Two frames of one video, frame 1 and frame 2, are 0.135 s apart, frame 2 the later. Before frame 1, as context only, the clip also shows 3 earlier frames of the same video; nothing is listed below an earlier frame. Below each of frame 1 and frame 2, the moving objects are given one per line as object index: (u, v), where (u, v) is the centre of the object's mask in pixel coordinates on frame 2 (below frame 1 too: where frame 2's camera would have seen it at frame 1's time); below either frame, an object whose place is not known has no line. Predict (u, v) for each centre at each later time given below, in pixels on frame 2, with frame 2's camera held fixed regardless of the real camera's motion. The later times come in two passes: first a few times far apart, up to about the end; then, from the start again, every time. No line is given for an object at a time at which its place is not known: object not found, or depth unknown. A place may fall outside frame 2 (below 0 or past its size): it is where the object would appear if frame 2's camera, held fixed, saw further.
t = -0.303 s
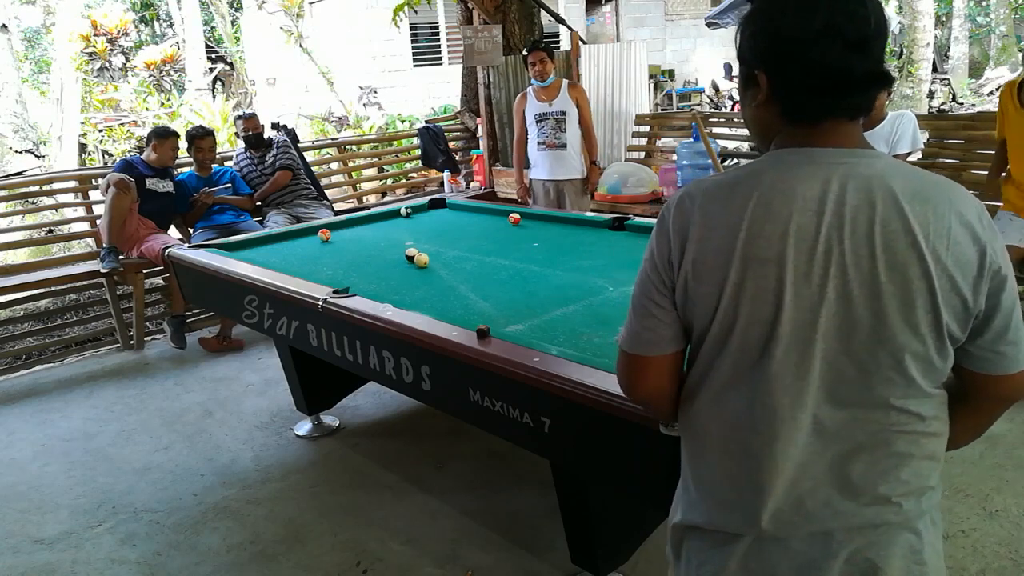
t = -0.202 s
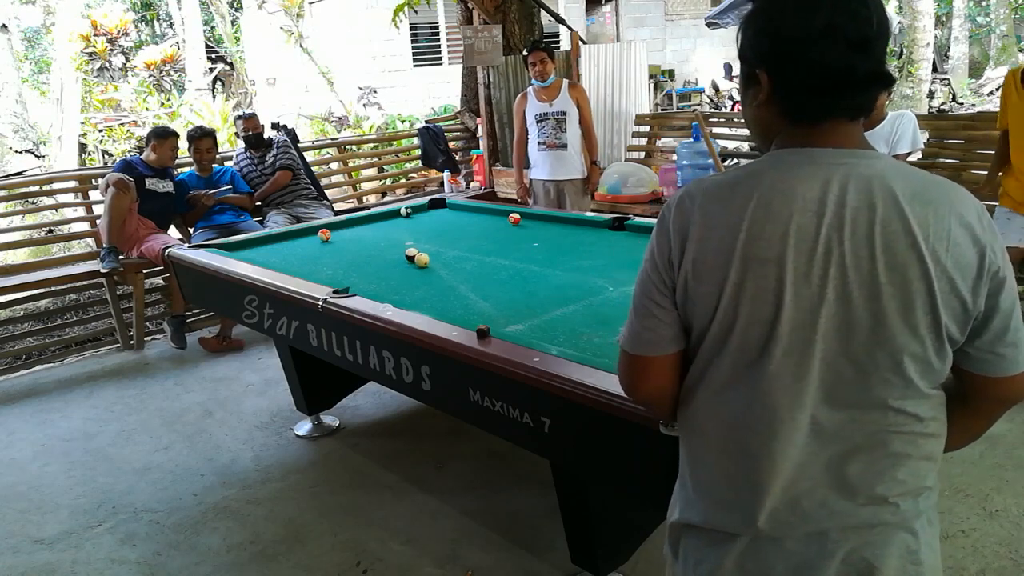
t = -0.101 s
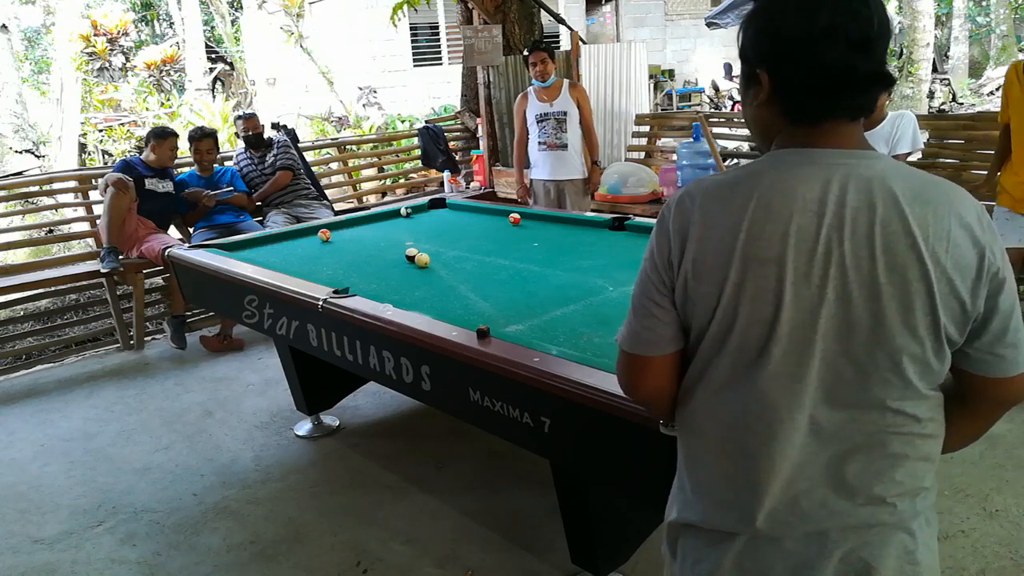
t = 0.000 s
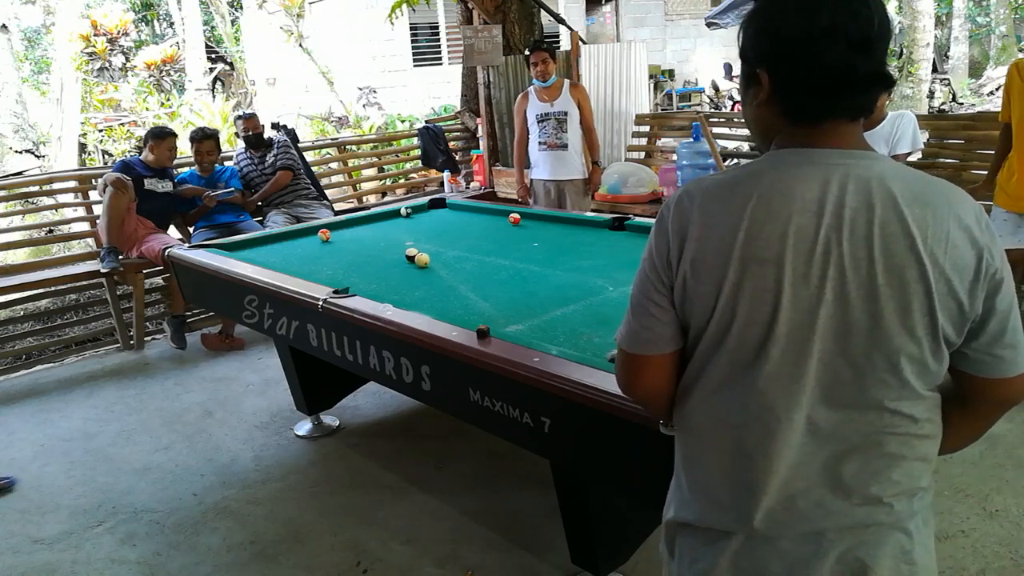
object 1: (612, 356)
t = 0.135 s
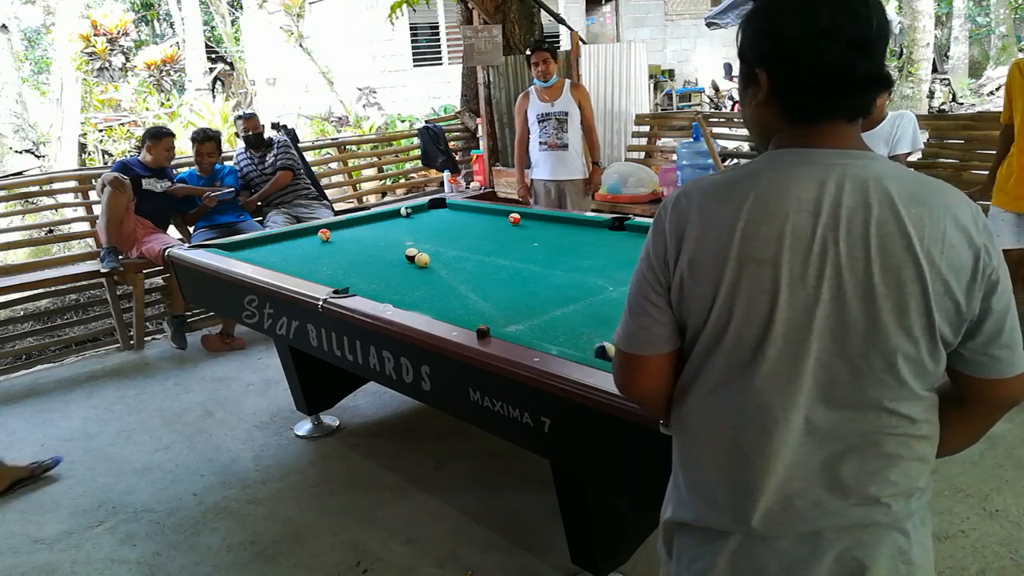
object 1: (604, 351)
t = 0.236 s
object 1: (598, 347)
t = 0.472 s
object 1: (584, 334)
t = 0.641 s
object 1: (575, 326)
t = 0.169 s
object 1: (602, 350)
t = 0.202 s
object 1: (601, 350)
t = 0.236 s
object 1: (598, 347)
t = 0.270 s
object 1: (596, 345)
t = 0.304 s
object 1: (593, 344)
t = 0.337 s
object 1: (591, 342)
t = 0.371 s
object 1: (590, 340)
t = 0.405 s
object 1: (588, 338)
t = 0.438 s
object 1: (586, 337)
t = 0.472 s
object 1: (584, 334)
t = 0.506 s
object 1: (583, 333)
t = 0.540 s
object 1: (581, 331)
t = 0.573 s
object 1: (579, 330)
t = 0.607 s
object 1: (577, 328)
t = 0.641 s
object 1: (575, 326)
